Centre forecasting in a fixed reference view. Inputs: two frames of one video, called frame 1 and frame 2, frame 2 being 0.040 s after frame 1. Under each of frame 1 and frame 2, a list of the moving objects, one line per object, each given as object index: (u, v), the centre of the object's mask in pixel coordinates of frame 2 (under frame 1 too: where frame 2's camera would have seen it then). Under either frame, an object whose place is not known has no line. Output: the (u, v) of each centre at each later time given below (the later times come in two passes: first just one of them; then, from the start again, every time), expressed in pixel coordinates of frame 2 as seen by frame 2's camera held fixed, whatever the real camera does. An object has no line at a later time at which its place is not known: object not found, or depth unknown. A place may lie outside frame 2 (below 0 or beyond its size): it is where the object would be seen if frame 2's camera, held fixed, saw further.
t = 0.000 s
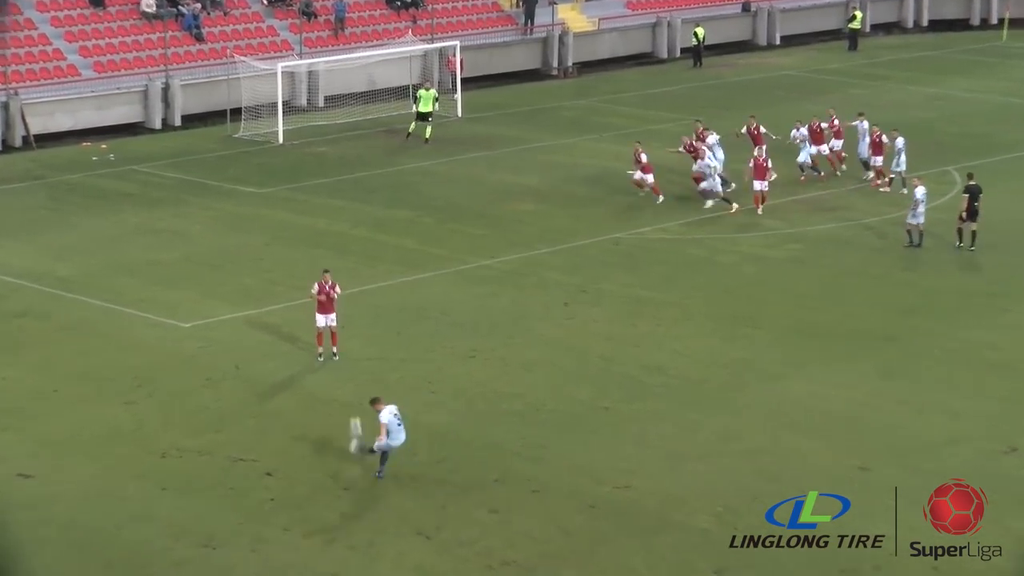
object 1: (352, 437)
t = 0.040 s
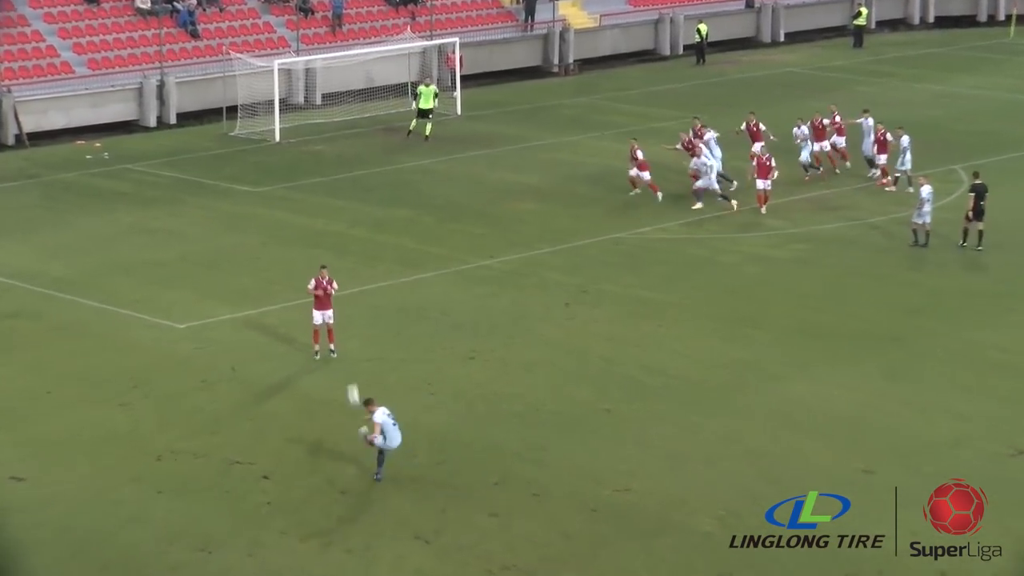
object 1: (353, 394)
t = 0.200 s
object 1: (358, 275)
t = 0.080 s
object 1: (353, 361)
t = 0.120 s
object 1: (355, 330)
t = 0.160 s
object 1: (356, 301)
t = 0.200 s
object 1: (358, 275)
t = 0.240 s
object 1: (360, 251)
